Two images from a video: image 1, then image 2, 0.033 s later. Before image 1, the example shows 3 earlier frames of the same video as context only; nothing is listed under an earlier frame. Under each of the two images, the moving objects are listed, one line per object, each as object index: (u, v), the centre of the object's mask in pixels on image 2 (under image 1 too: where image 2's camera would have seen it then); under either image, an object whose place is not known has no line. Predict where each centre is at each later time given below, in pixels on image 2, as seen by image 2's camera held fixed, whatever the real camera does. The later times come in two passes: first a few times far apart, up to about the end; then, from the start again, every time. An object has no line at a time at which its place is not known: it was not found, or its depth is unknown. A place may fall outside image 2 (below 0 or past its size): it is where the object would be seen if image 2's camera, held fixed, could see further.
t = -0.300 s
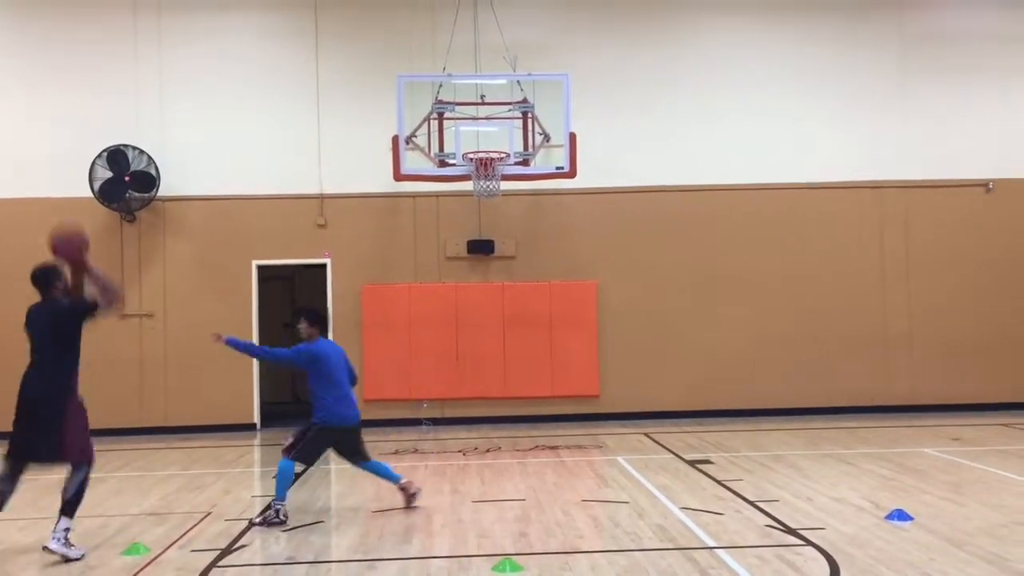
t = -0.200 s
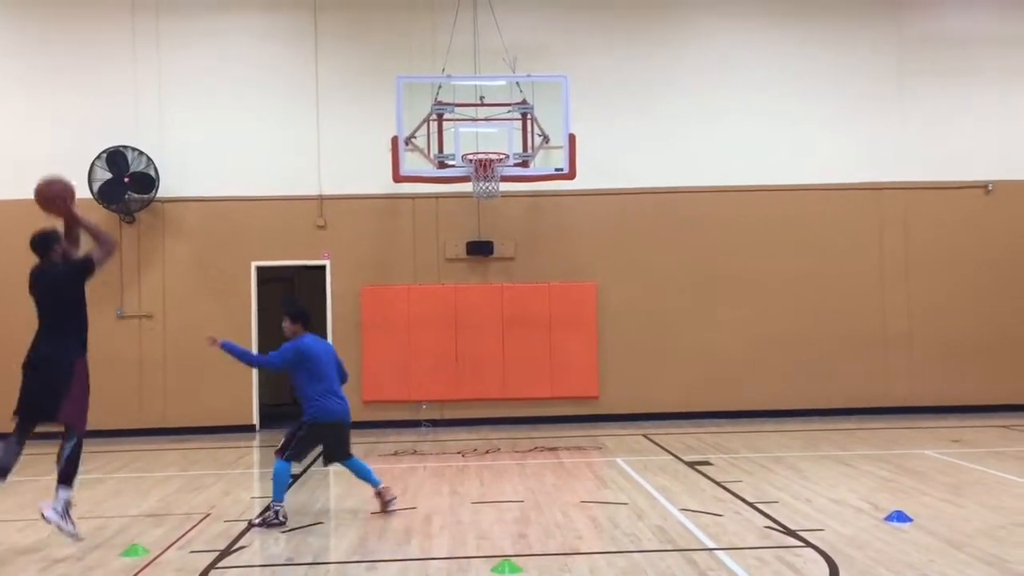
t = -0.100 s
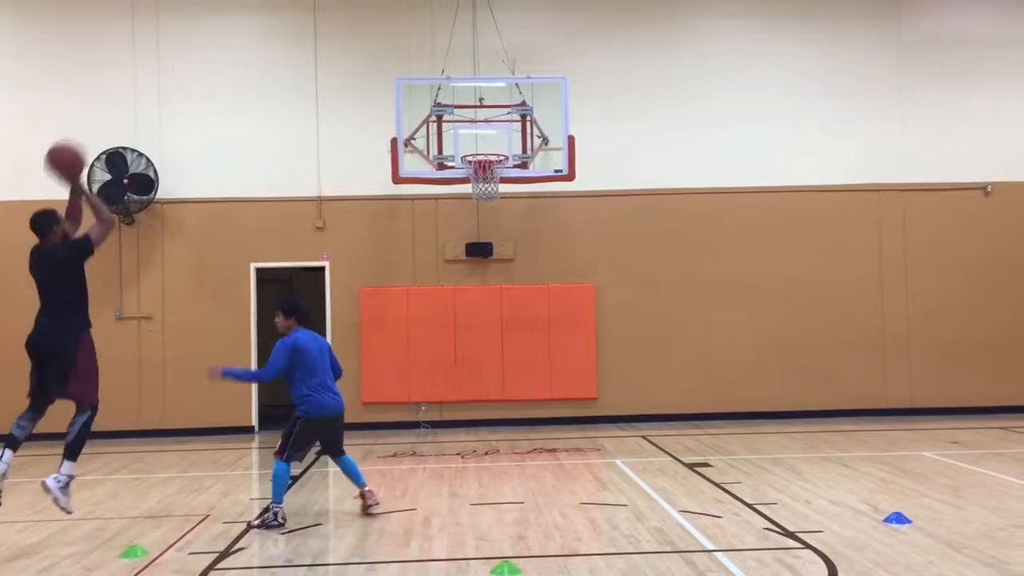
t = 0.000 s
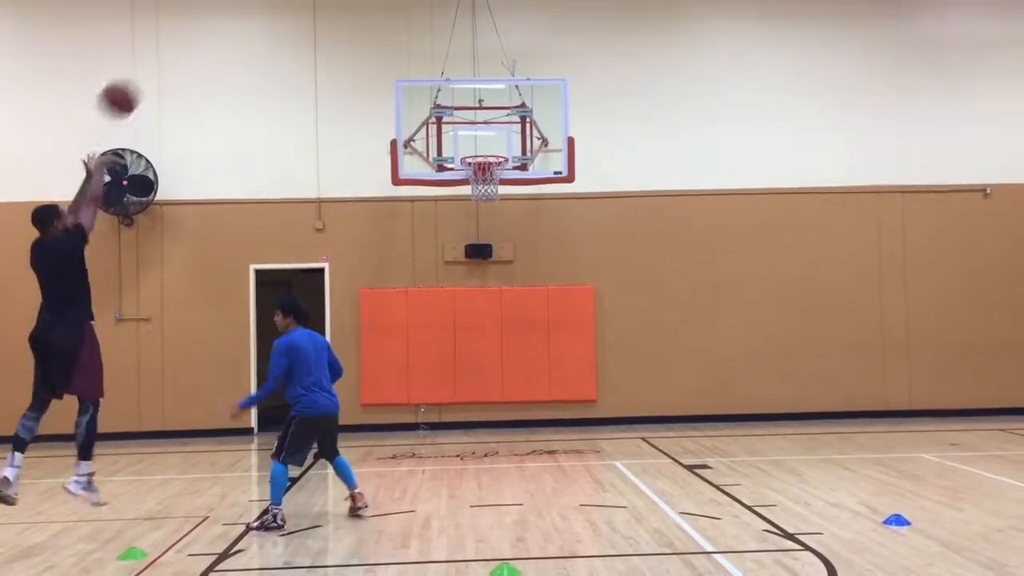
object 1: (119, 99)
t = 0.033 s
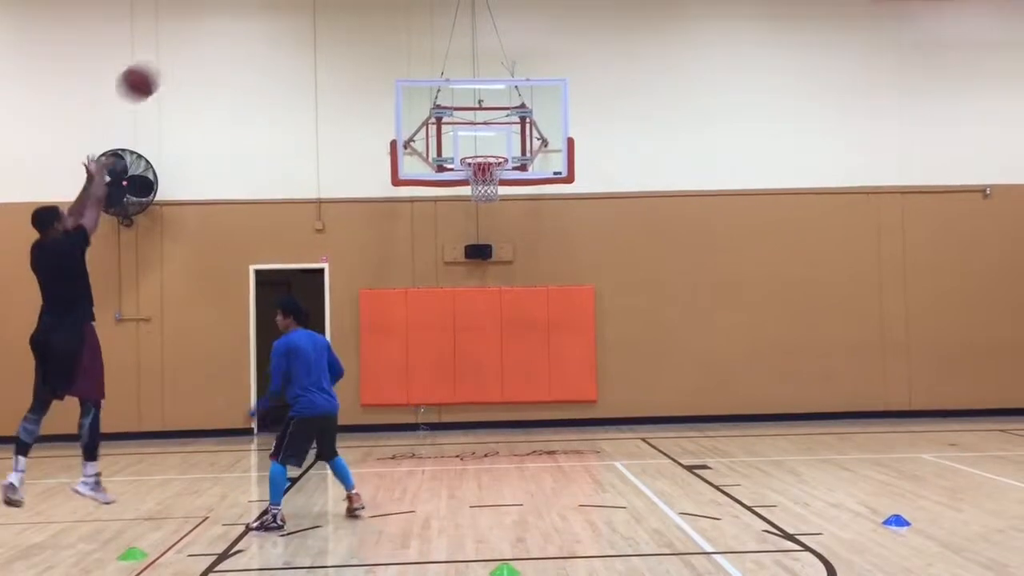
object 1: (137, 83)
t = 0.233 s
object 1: (242, 18)
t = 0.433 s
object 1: (329, 11)
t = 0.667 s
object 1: (414, 57)
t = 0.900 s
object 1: (486, 146)
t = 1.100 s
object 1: (479, 186)
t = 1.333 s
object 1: (462, 194)
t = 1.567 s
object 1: (451, 246)
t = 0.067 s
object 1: (157, 67)
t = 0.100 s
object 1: (175, 54)
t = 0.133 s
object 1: (193, 42)
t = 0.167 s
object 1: (209, 32)
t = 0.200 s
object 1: (226, 24)
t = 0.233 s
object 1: (242, 18)
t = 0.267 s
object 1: (257, 13)
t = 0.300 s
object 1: (273, 10)
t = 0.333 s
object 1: (288, 9)
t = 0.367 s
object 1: (302, 8)
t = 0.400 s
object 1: (316, 9)
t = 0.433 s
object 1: (329, 11)
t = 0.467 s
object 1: (342, 15)
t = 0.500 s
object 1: (355, 19)
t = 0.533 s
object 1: (368, 25)
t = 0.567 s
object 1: (380, 31)
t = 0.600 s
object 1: (391, 39)
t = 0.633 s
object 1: (403, 48)
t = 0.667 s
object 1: (414, 57)
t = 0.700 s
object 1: (426, 68)
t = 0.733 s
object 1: (436, 78)
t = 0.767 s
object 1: (446, 90)
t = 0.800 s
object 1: (456, 103)
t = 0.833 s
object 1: (467, 119)
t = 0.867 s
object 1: (477, 133)
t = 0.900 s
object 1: (486, 146)
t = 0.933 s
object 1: (497, 163)
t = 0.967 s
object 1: (497, 176)
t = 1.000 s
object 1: (493, 188)
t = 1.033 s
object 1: (489, 191)
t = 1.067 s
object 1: (483, 186)
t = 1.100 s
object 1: (479, 186)
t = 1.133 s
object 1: (477, 183)
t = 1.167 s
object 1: (475, 183)
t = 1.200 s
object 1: (474, 182)
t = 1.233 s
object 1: (473, 183)
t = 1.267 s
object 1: (463, 191)
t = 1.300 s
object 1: (463, 192)
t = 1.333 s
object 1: (462, 194)
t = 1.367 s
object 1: (461, 198)
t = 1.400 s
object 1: (459, 203)
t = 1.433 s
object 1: (458, 209)
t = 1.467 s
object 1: (456, 217)
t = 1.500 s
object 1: (455, 225)
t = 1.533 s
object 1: (453, 236)
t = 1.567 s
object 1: (451, 246)
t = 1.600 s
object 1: (450, 258)
